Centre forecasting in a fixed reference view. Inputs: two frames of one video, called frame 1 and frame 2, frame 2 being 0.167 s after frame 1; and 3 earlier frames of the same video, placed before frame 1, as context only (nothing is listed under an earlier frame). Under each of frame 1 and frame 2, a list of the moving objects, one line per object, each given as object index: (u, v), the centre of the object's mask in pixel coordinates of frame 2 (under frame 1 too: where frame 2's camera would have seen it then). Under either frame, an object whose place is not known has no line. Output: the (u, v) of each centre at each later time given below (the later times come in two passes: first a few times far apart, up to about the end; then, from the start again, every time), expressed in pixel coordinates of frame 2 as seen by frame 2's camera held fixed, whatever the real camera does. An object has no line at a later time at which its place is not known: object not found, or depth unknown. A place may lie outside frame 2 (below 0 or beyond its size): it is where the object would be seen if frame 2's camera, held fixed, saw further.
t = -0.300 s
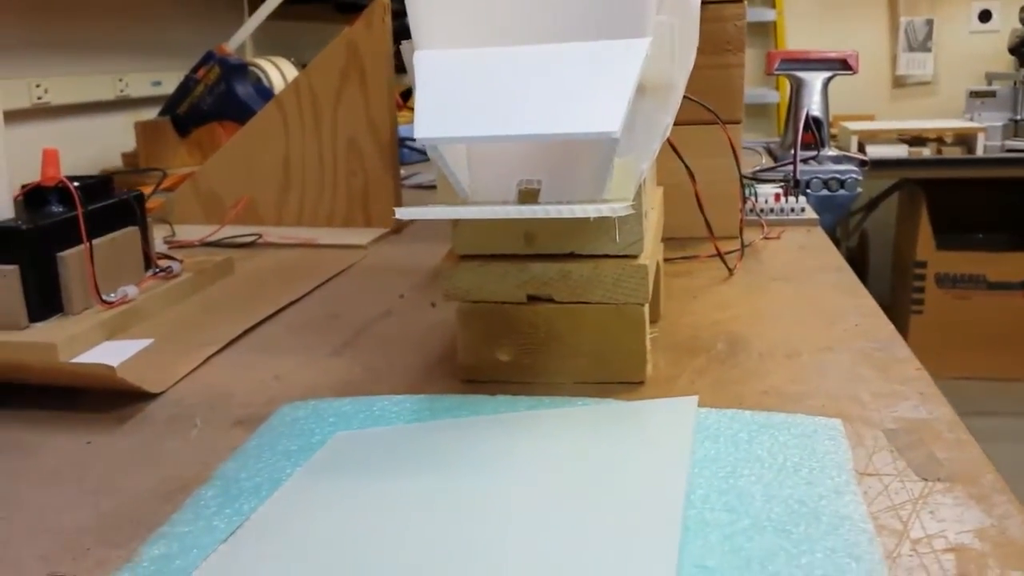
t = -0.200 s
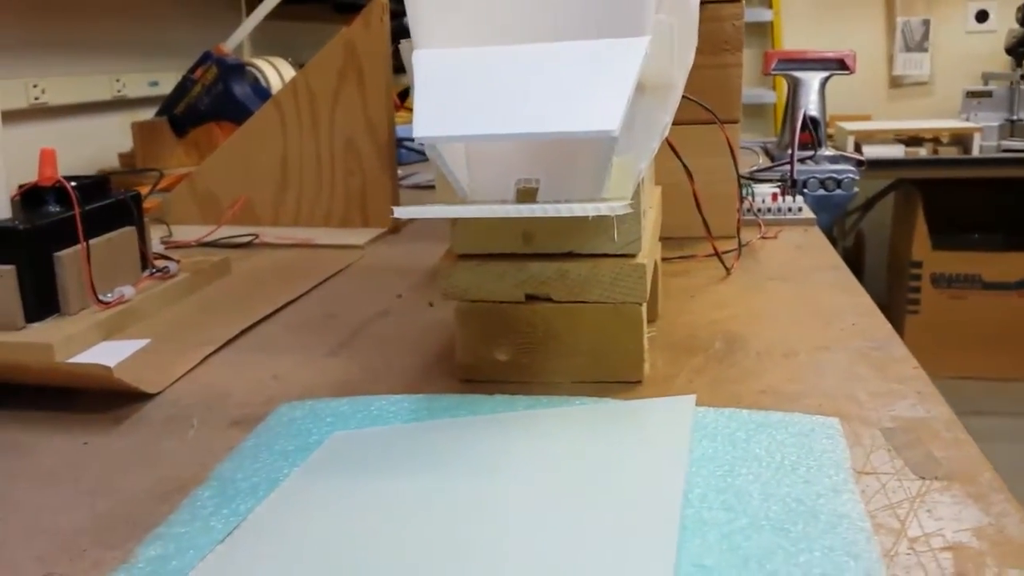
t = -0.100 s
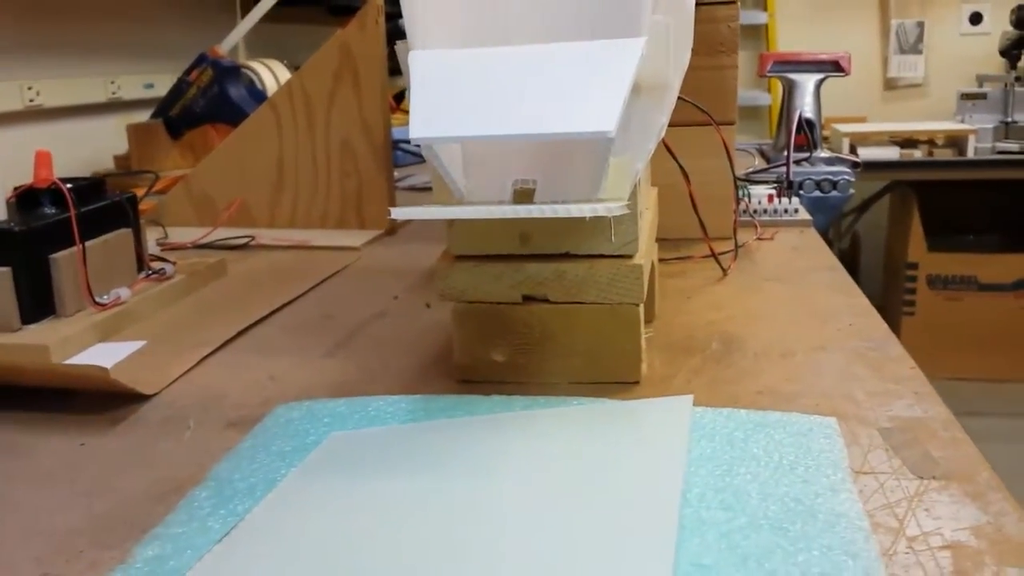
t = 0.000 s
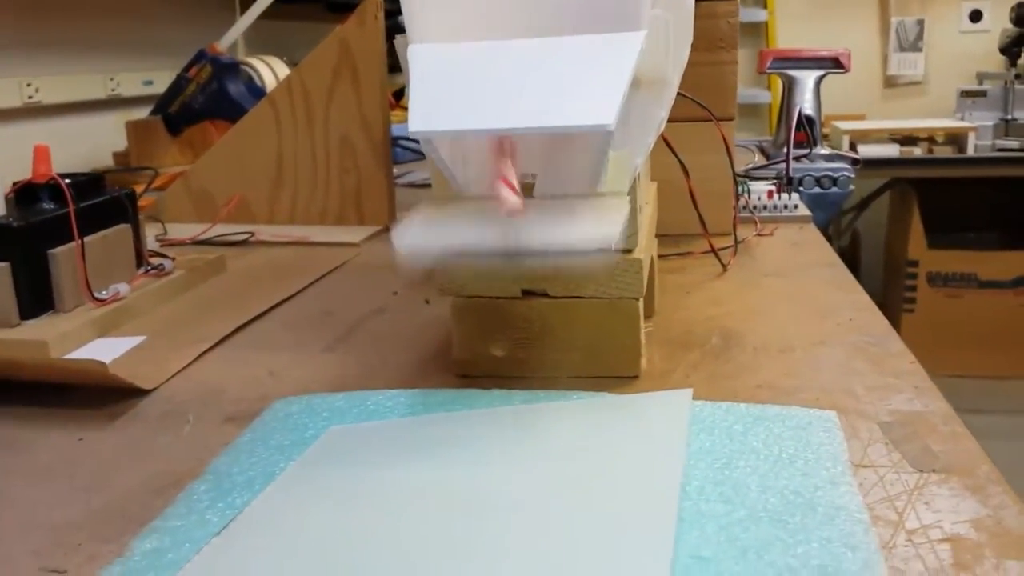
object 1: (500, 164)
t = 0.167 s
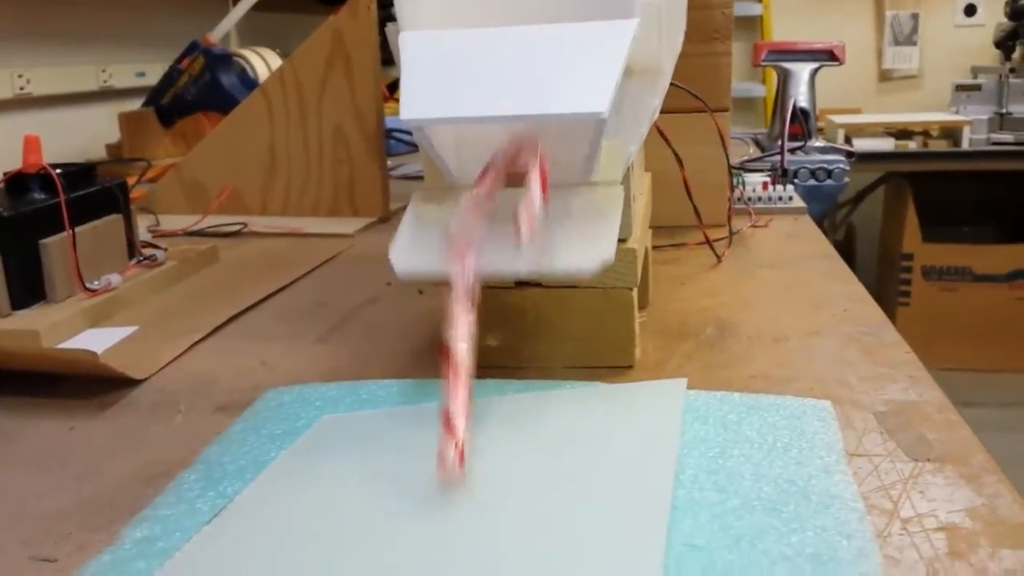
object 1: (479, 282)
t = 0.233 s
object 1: (443, 369)
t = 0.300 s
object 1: (408, 425)
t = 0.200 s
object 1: (456, 321)
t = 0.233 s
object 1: (443, 369)
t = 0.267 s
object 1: (432, 378)
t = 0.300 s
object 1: (408, 425)
